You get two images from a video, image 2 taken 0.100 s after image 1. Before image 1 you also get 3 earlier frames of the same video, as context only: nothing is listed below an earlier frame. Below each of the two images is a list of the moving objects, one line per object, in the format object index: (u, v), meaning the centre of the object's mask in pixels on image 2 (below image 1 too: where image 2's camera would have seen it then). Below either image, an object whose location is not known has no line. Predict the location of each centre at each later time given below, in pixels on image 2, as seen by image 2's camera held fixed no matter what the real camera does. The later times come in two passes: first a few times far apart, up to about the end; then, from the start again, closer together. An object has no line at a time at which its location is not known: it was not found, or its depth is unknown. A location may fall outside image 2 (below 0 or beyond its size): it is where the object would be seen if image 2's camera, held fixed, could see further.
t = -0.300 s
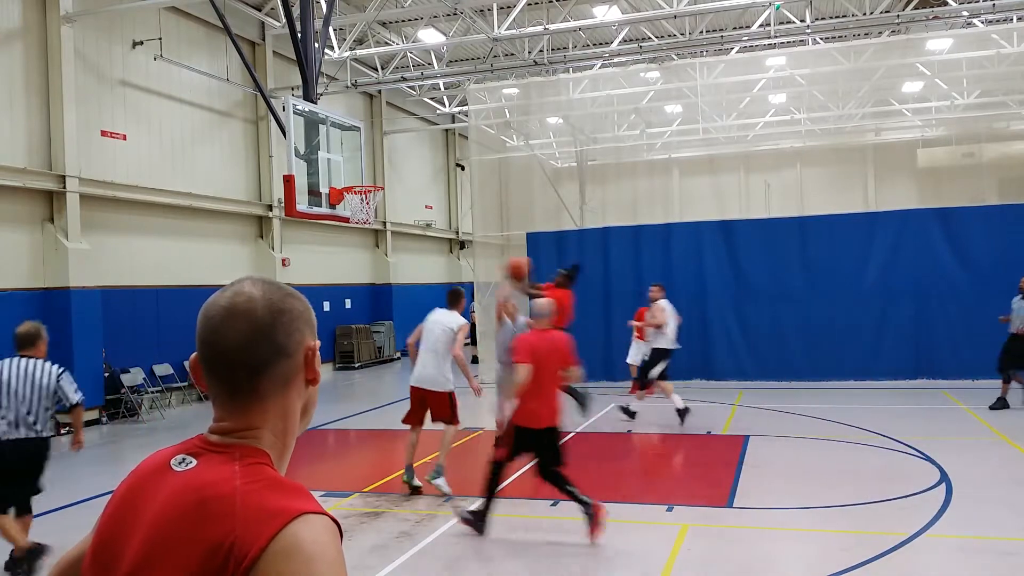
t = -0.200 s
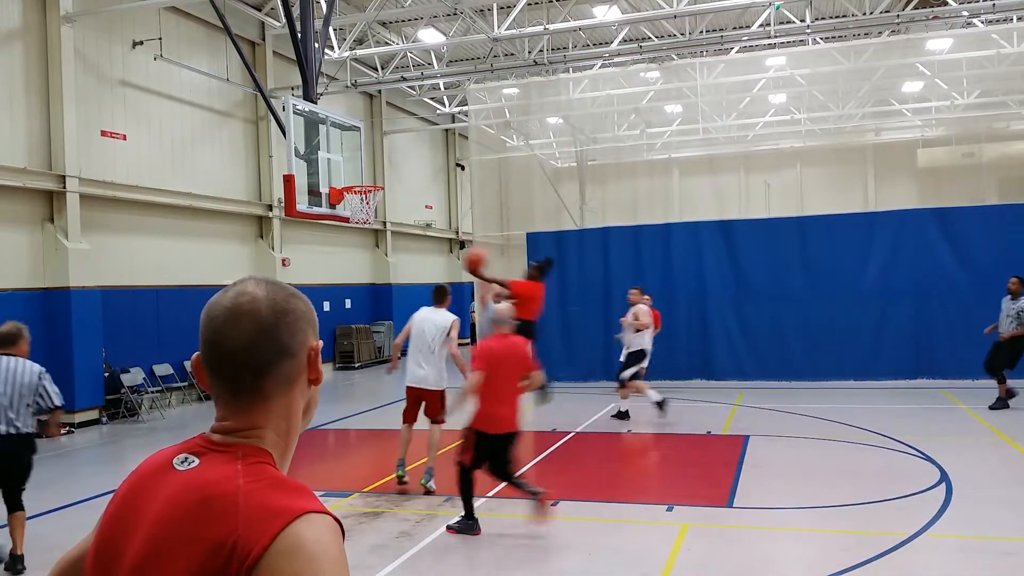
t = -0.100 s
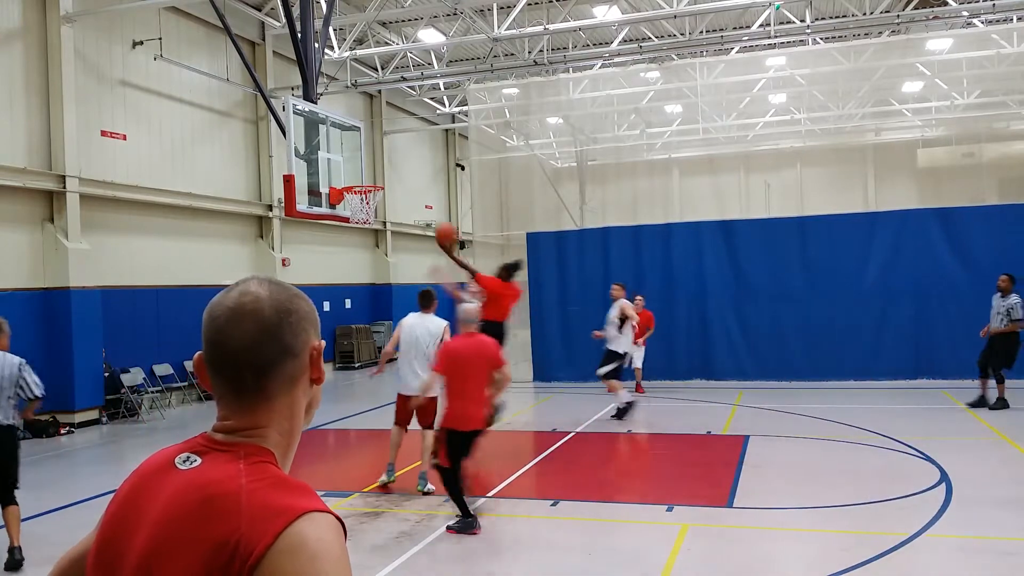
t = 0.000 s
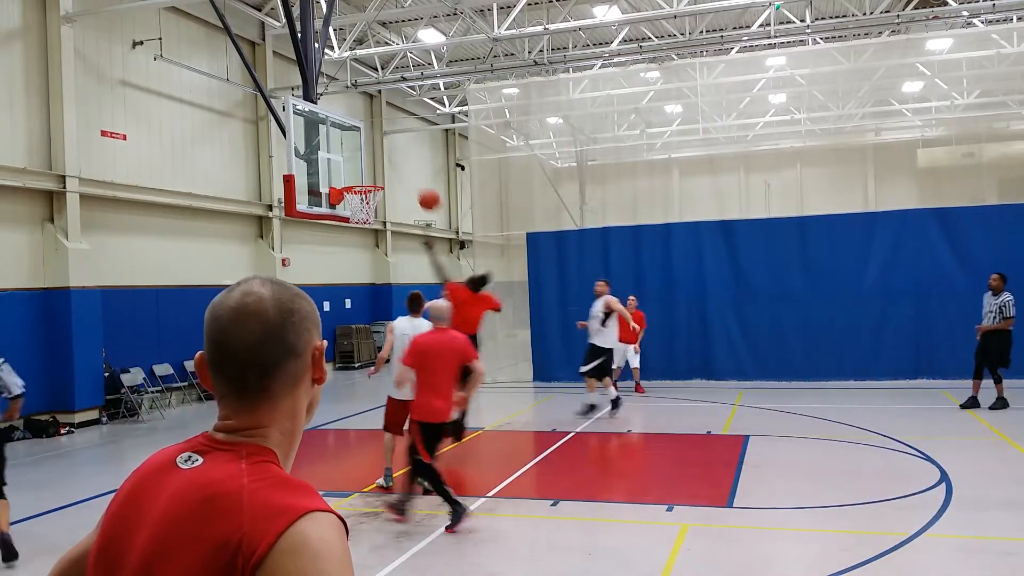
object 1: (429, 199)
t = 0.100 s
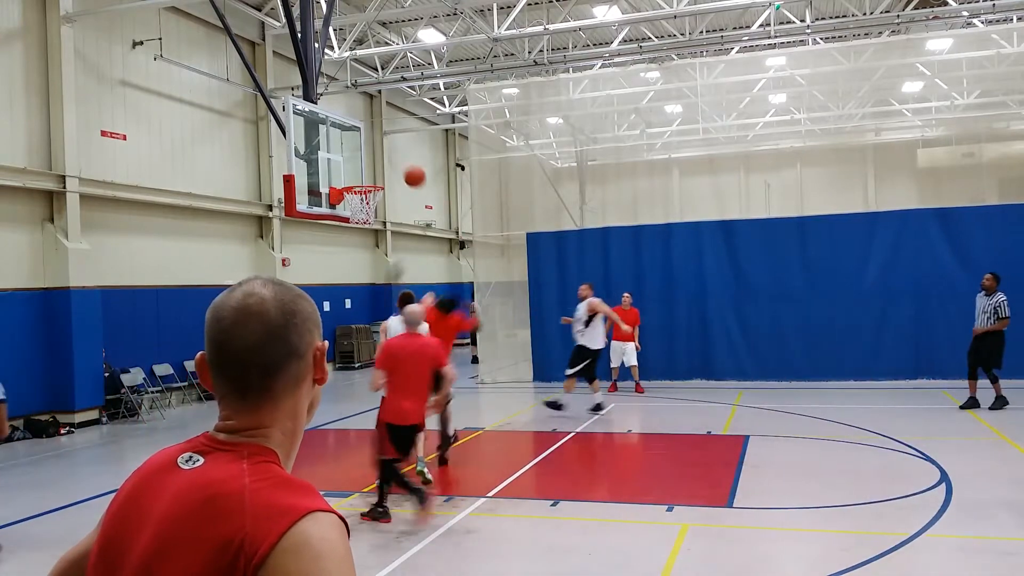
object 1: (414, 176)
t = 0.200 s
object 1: (400, 163)
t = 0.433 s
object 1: (371, 166)
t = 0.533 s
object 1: (360, 179)
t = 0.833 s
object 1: (360, 214)
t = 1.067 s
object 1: (376, 268)
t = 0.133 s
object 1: (409, 171)
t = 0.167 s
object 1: (405, 166)
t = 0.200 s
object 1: (400, 163)
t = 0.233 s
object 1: (396, 160)
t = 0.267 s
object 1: (392, 159)
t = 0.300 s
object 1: (387, 158)
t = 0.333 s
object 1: (384, 159)
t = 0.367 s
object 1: (379, 160)
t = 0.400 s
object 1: (375, 163)
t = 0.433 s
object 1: (371, 166)
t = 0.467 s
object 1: (367, 170)
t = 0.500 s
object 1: (363, 175)
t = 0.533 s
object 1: (360, 179)
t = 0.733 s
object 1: (349, 204)
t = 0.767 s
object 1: (353, 205)
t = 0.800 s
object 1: (359, 213)
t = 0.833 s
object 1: (360, 214)
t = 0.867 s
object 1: (362, 215)
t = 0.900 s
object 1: (364, 230)
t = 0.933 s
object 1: (366, 234)
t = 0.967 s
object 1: (368, 241)
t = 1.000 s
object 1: (371, 249)
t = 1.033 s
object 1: (374, 258)
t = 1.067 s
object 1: (376, 268)
